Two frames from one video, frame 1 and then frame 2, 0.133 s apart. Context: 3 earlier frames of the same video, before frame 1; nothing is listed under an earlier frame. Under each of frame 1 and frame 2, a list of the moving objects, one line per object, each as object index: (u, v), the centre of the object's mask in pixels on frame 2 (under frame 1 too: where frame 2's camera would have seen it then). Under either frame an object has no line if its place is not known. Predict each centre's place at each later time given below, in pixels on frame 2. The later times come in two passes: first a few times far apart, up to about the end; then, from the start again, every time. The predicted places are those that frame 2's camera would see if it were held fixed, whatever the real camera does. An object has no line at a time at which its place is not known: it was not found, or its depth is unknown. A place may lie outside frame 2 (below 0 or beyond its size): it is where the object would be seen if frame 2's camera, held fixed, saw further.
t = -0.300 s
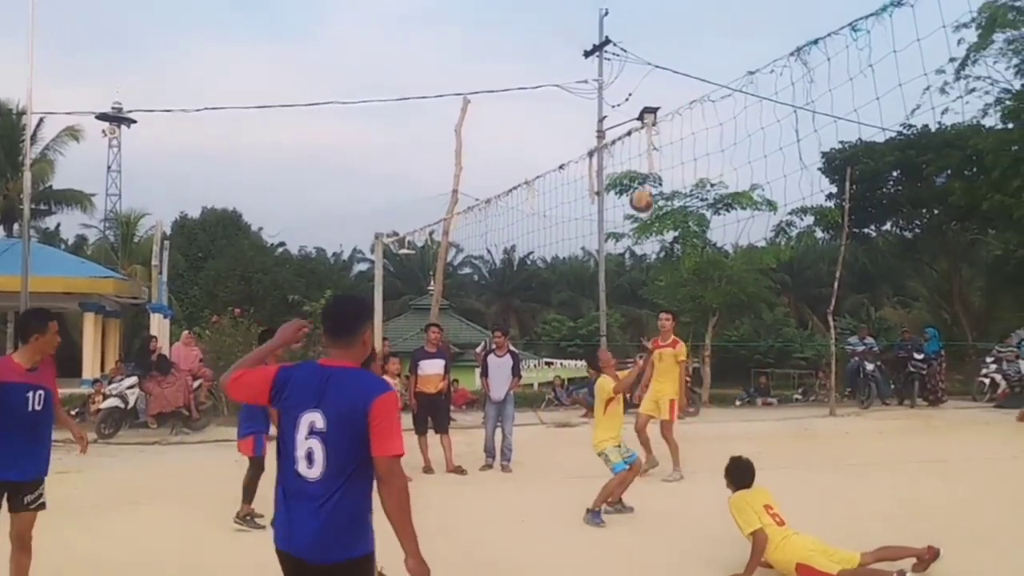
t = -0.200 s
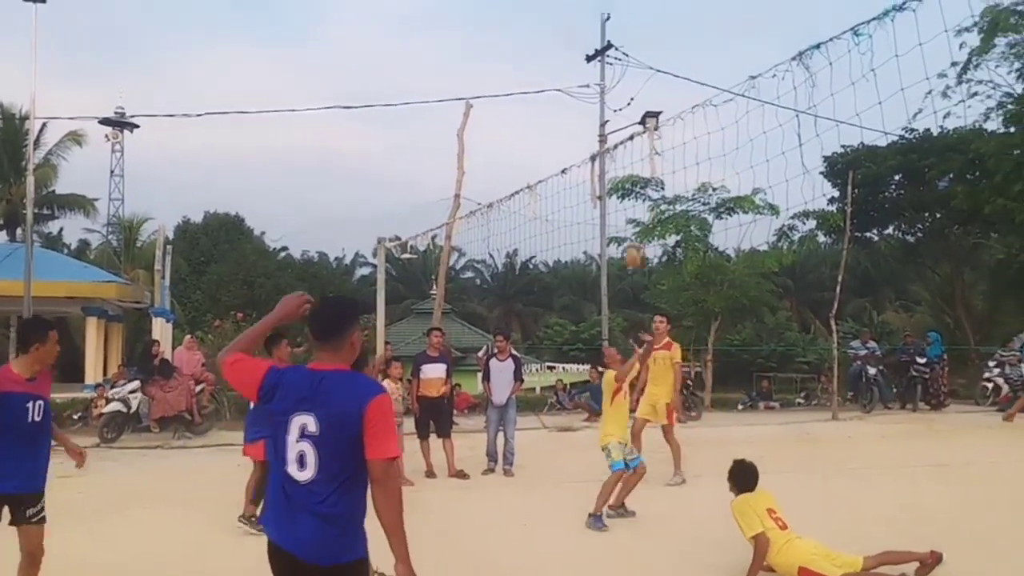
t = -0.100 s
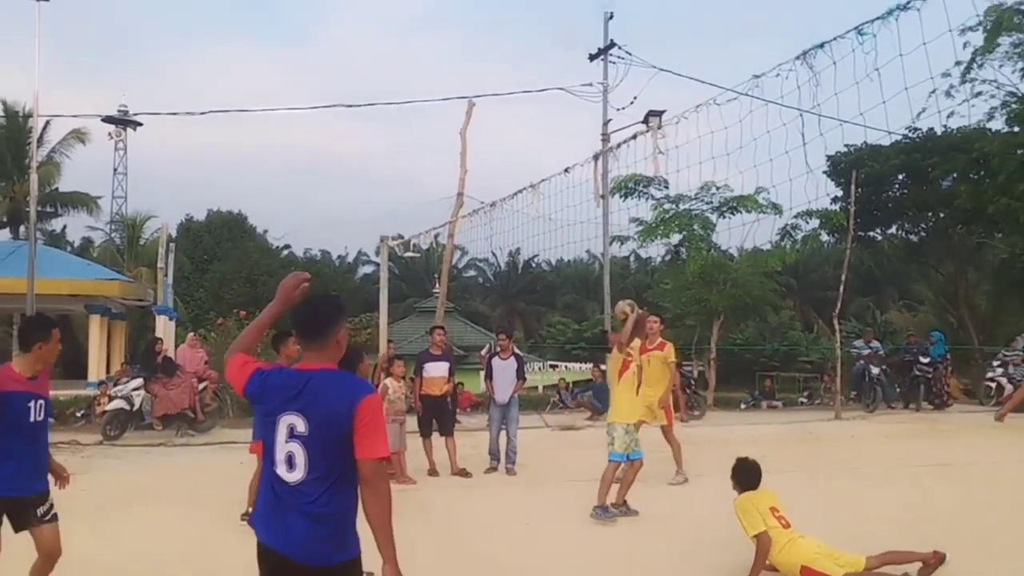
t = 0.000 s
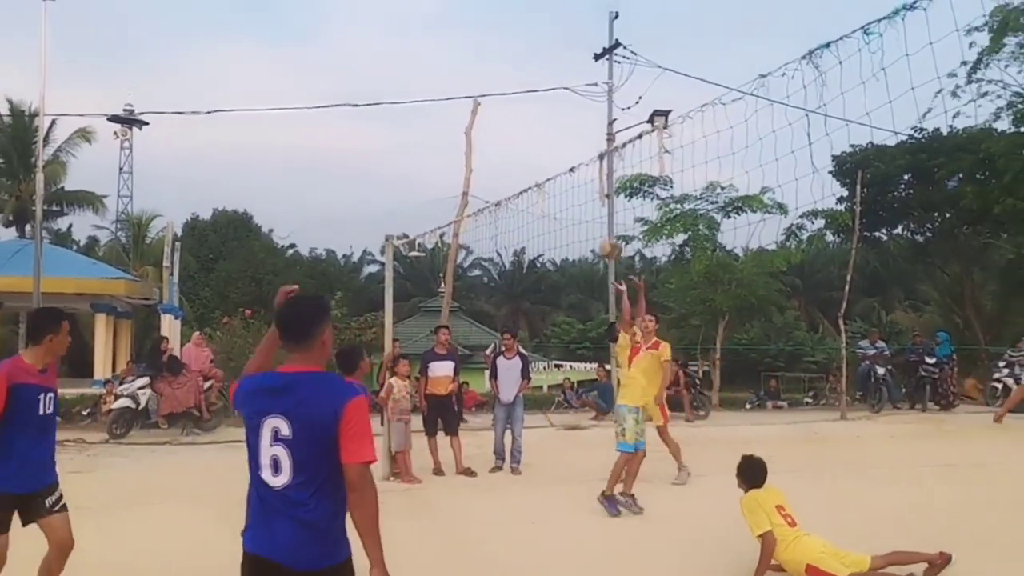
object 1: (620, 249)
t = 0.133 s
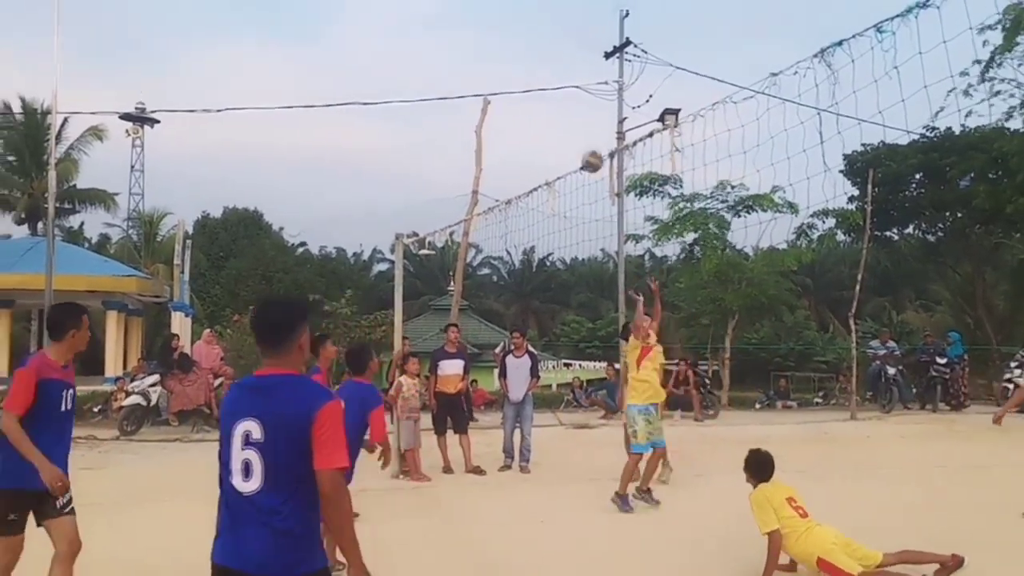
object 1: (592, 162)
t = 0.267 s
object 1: (565, 98)
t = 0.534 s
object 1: (514, 30)
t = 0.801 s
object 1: (465, 37)
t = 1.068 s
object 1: (420, 113)
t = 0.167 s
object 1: (585, 143)
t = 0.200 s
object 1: (577, 127)
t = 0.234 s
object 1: (571, 112)
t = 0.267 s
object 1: (565, 98)
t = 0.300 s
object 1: (558, 85)
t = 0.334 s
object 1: (552, 73)
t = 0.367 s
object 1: (545, 63)
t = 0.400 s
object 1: (539, 54)
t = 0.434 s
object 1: (533, 47)
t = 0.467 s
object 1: (526, 40)
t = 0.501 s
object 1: (520, 35)
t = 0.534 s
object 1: (514, 30)
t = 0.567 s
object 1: (507, 27)
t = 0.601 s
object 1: (500, 25)
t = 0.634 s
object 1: (494, 24)
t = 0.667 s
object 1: (489, 24)
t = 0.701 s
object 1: (483, 26)
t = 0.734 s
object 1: (476, 29)
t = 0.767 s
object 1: (471, 33)
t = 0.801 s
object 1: (465, 37)
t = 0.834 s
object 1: (459, 43)
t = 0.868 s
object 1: (454, 50)
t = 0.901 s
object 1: (447, 58)
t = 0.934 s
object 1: (442, 67)
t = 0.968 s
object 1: (437, 77)
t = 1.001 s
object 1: (431, 88)
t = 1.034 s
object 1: (426, 100)
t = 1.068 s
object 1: (420, 113)
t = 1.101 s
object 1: (414, 127)
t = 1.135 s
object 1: (409, 142)
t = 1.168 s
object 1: (403, 157)
